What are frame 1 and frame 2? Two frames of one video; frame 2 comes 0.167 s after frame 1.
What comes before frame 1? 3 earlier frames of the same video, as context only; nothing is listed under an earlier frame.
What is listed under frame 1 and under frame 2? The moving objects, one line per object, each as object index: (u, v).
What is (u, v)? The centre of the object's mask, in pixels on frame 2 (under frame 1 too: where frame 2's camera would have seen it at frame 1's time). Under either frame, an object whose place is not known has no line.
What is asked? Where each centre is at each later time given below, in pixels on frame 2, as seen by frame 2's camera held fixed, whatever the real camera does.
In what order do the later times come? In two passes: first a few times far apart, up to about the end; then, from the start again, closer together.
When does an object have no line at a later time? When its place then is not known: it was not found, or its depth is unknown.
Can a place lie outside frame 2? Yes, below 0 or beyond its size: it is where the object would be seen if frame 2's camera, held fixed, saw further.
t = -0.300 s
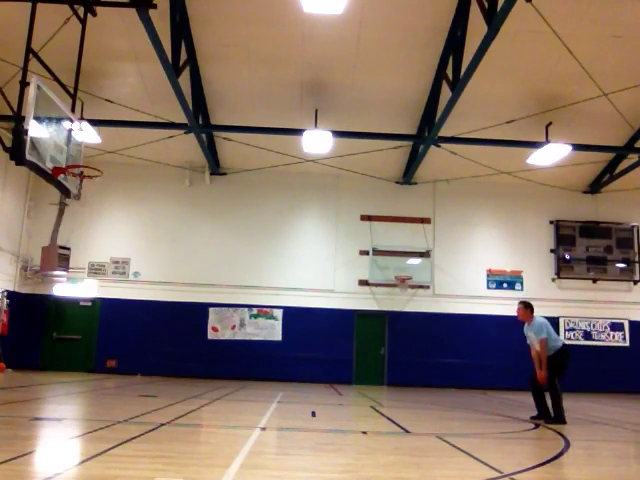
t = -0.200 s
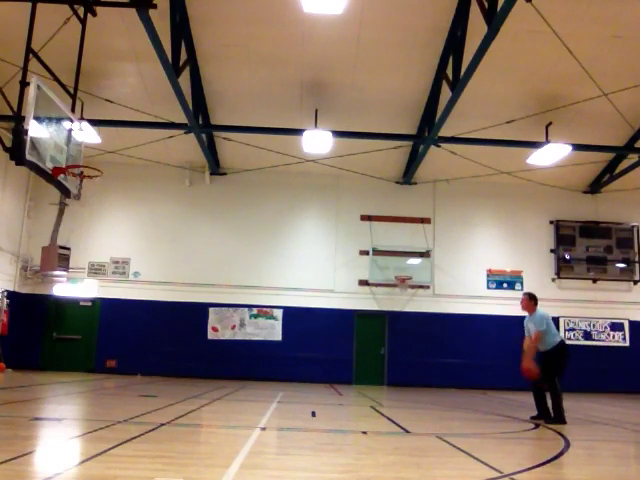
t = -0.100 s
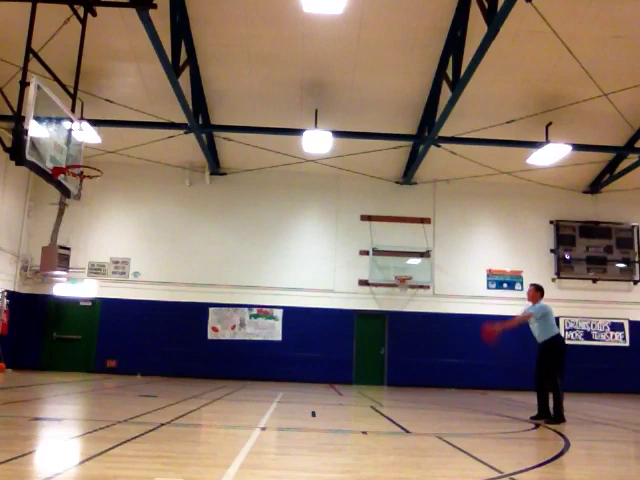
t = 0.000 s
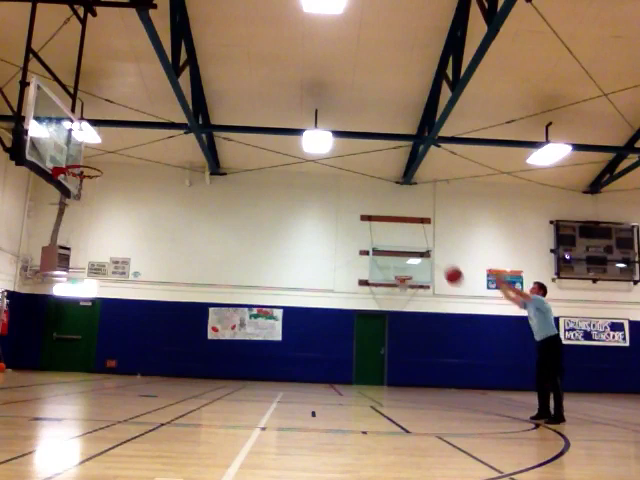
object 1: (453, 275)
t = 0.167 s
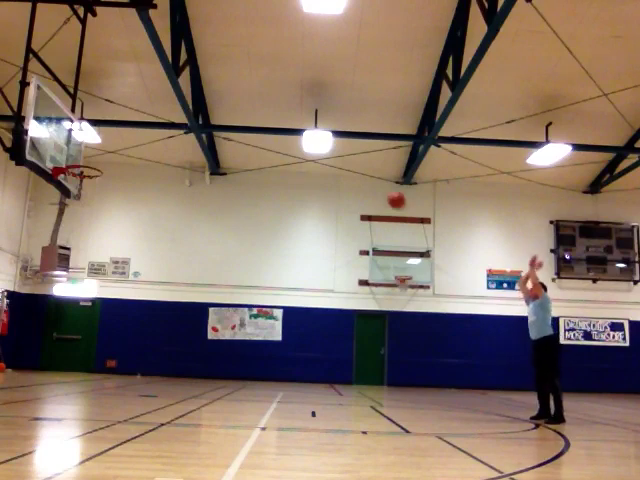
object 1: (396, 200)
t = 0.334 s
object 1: (342, 149)
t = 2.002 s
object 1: (87, 316)
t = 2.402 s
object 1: (81, 321)
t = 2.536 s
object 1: (80, 300)
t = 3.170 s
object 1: (50, 374)
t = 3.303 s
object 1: (47, 372)
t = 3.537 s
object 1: (45, 337)
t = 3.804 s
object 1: (37, 346)
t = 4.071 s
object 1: (27, 381)
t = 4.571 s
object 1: (15, 382)
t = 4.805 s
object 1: (10, 372)
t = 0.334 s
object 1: (342, 149)
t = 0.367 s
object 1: (333, 143)
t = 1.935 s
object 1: (90, 291)
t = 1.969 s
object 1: (88, 304)
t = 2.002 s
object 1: (87, 316)
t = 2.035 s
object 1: (87, 331)
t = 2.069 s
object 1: (86, 346)
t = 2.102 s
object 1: (85, 362)
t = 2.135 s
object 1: (83, 381)
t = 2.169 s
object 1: (83, 394)
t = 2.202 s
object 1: (83, 382)
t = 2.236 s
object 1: (83, 368)
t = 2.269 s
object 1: (83, 357)
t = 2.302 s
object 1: (82, 347)
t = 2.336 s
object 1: (82, 337)
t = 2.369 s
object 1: (82, 328)
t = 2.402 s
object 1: (81, 321)
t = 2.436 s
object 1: (81, 314)
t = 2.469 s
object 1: (81, 308)
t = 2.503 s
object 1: (80, 305)
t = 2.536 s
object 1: (80, 300)
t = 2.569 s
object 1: (79, 296)
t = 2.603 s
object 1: (78, 292)
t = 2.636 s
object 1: (77, 291)
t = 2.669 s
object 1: (76, 289)
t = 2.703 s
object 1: (75, 289)
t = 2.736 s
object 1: (74, 290)
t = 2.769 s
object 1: (73, 291)
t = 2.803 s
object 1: (71, 294)
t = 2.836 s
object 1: (69, 298)
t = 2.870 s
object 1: (68, 303)
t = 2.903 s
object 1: (66, 305)
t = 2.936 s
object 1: (64, 311)
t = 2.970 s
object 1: (63, 318)
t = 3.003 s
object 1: (61, 325)
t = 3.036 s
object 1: (59, 333)
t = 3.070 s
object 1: (57, 342)
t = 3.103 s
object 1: (55, 352)
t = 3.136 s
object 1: (52, 362)
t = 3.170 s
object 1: (50, 374)
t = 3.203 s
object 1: (47, 387)
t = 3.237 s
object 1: (46, 390)
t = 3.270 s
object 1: (46, 382)
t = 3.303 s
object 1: (47, 372)
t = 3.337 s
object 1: (47, 364)
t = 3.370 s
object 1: (47, 358)
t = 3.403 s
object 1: (47, 352)
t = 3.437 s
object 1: (47, 346)
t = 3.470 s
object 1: (46, 342)
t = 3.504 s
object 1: (46, 339)
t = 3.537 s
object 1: (45, 337)
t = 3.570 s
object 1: (45, 335)
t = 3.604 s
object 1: (44, 334)
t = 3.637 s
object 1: (43, 334)
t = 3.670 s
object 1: (43, 335)
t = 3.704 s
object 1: (41, 336)
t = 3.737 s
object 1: (40, 339)
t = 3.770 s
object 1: (39, 342)
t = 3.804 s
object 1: (37, 346)
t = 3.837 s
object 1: (36, 352)
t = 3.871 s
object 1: (34, 358)
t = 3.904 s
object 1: (33, 364)
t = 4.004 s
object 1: (27, 391)
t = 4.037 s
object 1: (27, 388)
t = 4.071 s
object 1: (27, 381)
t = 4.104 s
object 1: (27, 375)
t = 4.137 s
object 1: (27, 370)
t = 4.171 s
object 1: (26, 365)
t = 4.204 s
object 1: (26, 362)
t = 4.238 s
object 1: (26, 361)
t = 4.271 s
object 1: (25, 358)
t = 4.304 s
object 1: (25, 358)
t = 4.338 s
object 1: (24, 358)
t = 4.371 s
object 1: (23, 358)
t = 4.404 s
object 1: (22, 360)
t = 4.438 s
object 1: (21, 362)
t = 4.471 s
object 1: (20, 366)
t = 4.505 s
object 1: (18, 371)
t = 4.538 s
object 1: (17, 377)
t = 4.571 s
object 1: (15, 382)
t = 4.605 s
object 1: (13, 390)
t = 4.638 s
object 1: (13, 390)
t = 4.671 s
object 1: (12, 384)
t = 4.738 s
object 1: (11, 376)
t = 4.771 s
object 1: (11, 374)
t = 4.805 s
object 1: (10, 372)
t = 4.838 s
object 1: (9, 371)
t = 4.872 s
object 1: (9, 371)
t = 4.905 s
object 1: (8, 372)
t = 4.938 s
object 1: (8, 373)
